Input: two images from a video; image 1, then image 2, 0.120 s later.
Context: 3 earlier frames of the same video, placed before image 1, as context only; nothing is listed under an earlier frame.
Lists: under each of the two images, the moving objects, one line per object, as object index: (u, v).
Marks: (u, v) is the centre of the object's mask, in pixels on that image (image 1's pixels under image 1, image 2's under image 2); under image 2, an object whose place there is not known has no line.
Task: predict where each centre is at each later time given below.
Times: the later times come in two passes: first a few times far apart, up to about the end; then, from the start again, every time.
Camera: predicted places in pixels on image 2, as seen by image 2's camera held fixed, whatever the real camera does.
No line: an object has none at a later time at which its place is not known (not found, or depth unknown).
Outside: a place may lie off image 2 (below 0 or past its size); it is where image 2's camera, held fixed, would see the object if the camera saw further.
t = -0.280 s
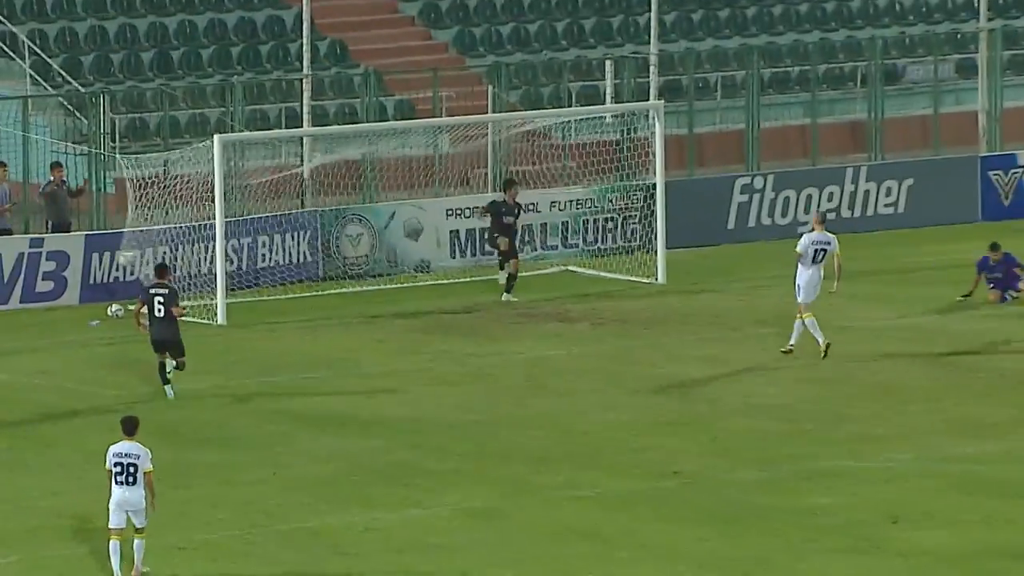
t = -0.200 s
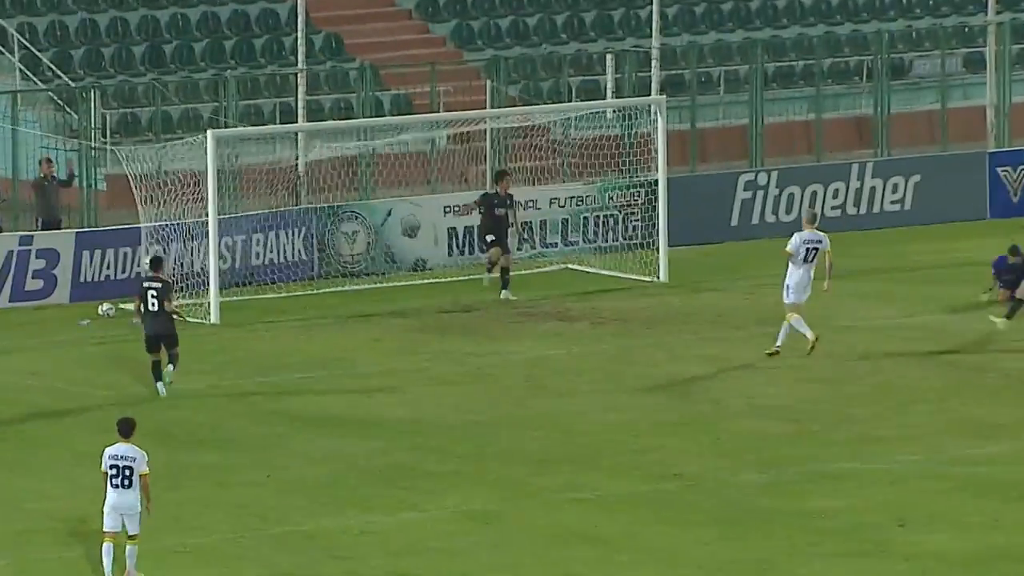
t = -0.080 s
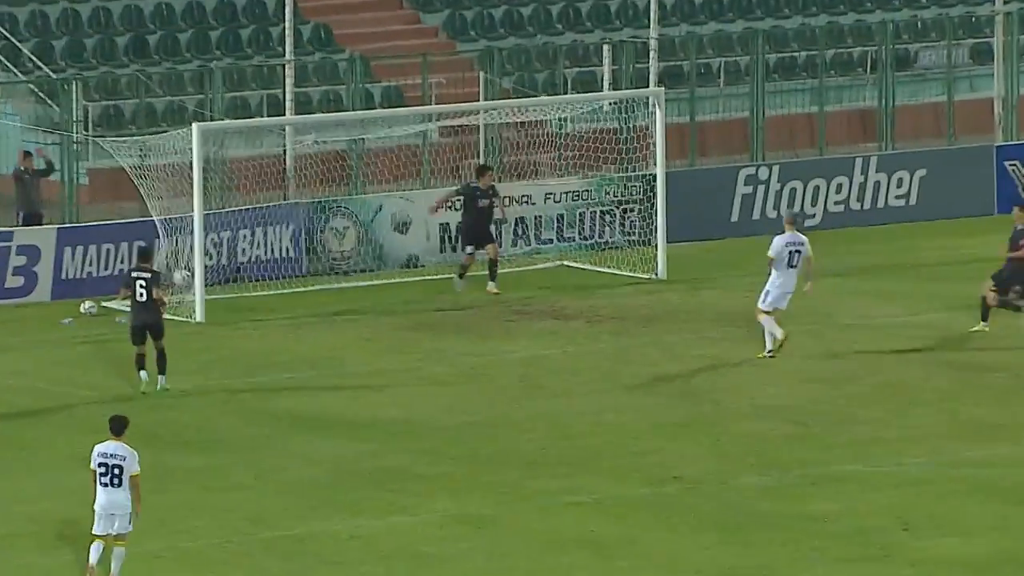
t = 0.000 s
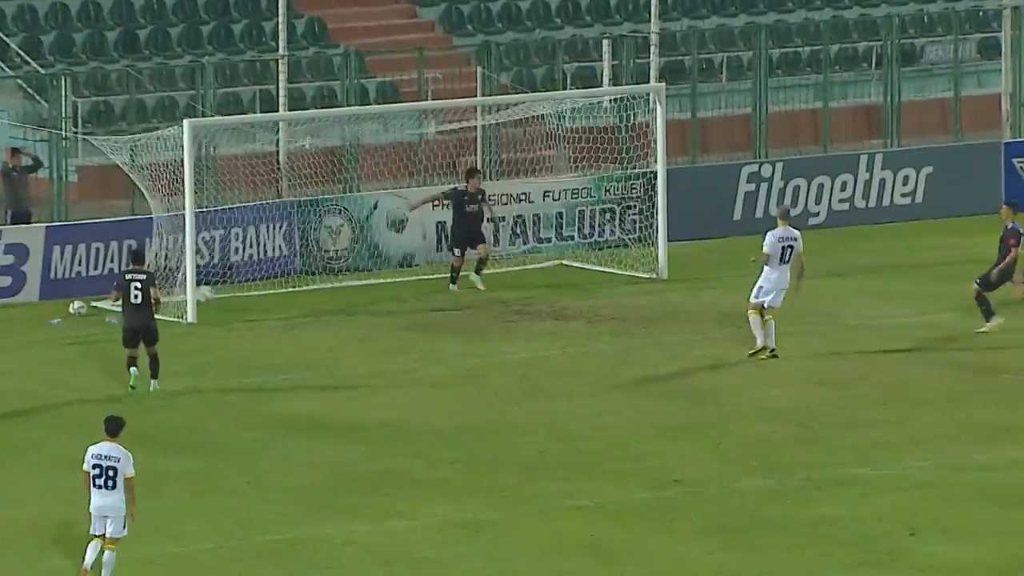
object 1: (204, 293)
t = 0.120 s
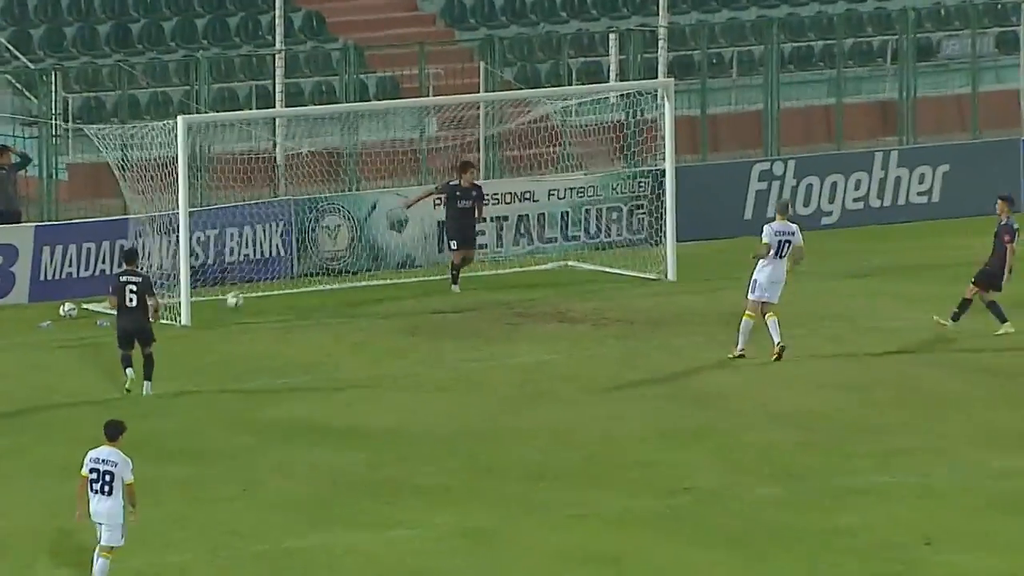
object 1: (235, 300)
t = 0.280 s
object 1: (262, 287)
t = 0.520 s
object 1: (304, 306)
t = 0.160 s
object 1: (241, 294)
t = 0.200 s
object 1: (248, 291)
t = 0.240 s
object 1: (255, 288)
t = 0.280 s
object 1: (262, 287)
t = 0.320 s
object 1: (269, 287)
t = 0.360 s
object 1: (277, 288)
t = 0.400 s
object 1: (283, 291)
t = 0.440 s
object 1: (290, 295)
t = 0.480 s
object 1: (297, 299)
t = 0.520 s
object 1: (304, 306)
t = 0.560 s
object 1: (312, 305)
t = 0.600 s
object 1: (320, 302)
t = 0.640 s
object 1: (327, 302)
